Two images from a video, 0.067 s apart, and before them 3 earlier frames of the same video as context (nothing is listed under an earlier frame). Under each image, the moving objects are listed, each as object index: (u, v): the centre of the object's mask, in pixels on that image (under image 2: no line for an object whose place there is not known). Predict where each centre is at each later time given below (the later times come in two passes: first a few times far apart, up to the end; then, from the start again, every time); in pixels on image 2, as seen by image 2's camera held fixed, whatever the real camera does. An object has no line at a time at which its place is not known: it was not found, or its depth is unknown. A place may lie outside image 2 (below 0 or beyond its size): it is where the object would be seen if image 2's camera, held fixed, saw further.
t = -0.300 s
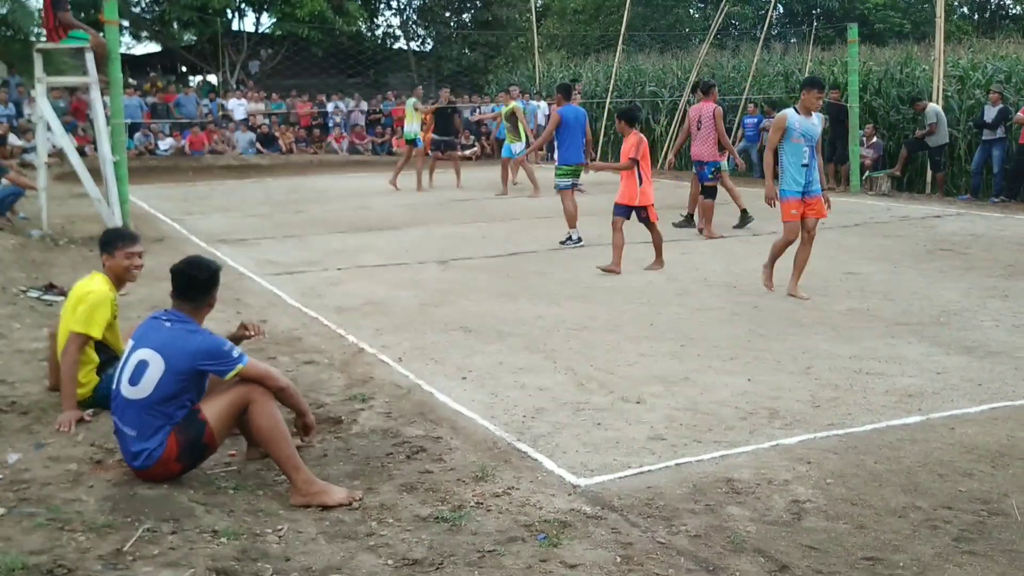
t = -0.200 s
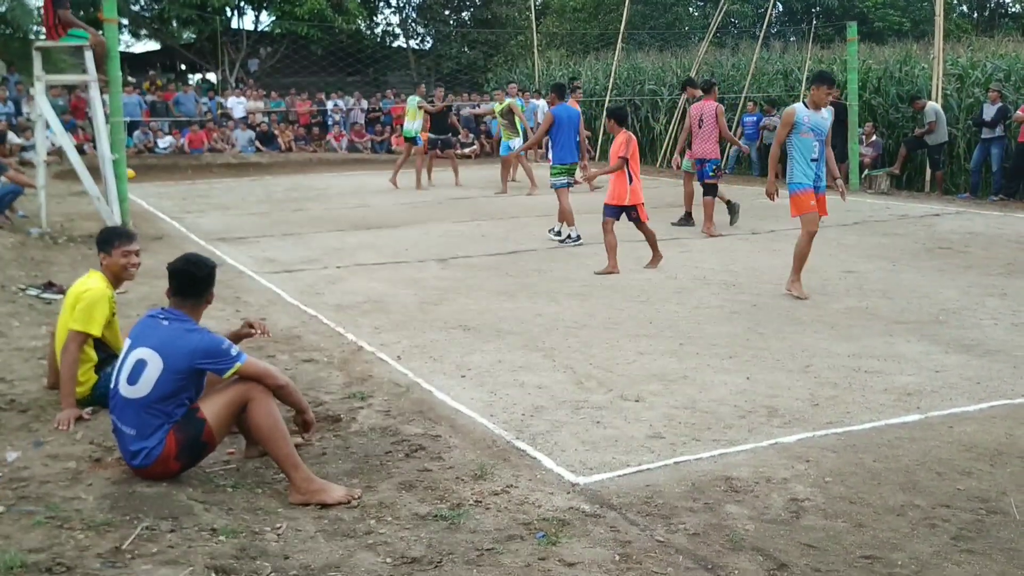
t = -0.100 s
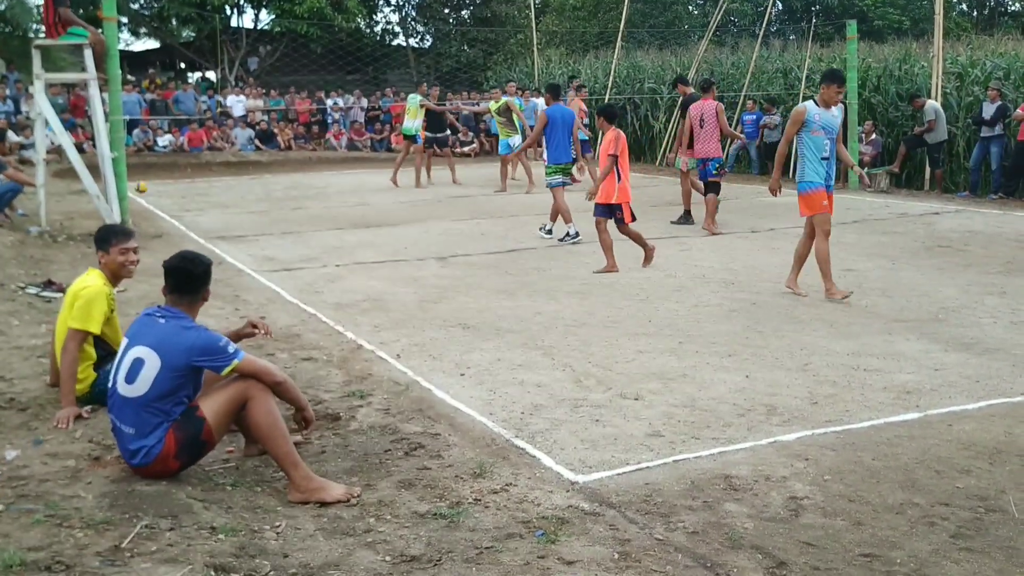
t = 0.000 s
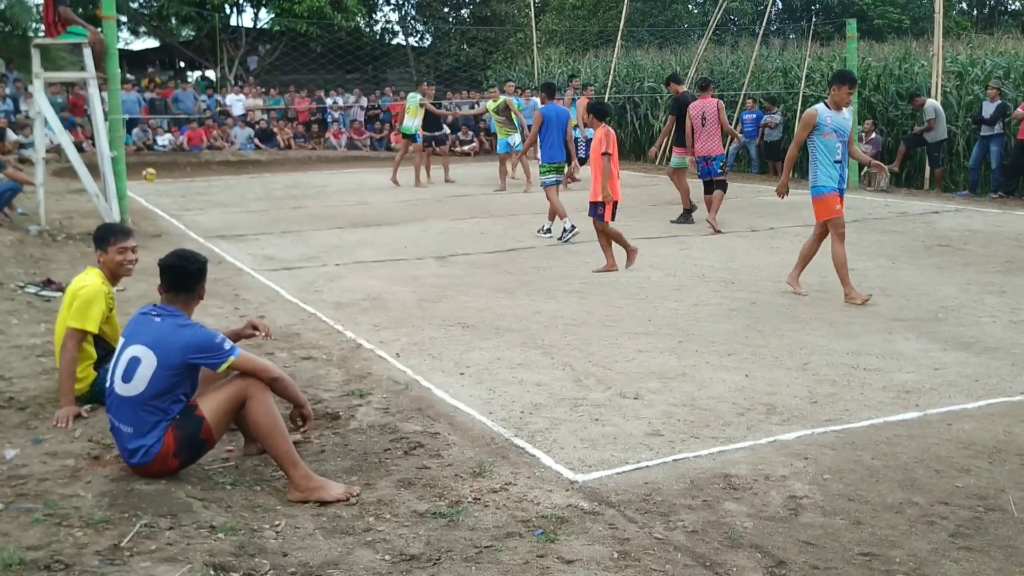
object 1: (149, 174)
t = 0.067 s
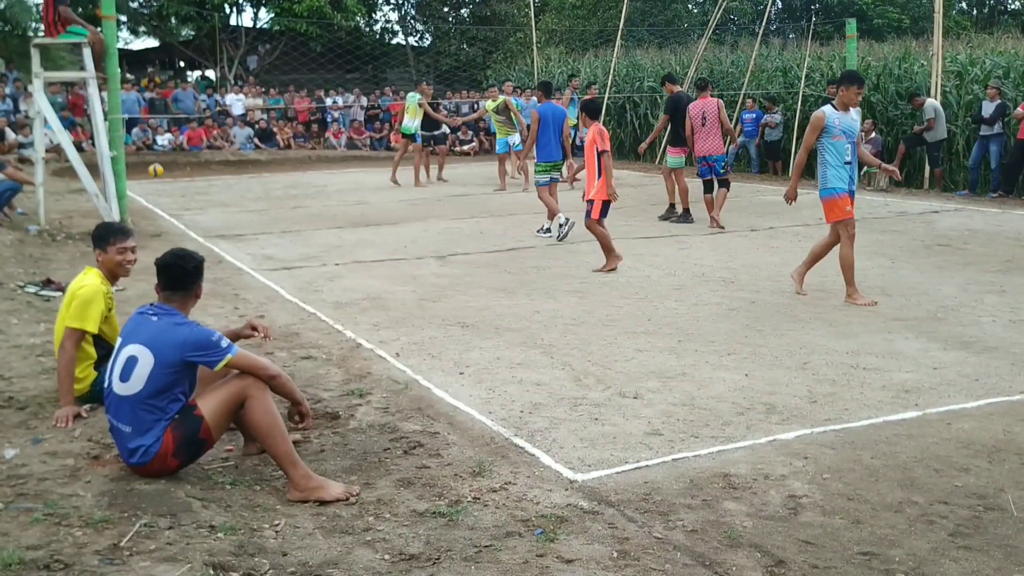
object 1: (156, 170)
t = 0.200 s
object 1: (171, 170)
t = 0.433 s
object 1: (201, 201)
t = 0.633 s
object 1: (225, 193)
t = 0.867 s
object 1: (259, 216)
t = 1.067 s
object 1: (289, 209)
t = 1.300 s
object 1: (331, 226)
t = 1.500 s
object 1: (371, 241)
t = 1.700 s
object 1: (416, 251)
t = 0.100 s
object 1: (159, 169)
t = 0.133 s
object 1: (163, 168)
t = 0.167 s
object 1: (166, 168)
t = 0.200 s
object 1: (171, 170)
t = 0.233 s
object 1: (174, 172)
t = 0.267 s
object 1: (179, 174)
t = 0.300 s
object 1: (183, 178)
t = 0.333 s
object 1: (188, 182)
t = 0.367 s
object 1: (192, 187)
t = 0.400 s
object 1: (196, 194)
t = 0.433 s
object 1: (201, 201)
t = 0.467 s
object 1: (205, 202)
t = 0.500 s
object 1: (209, 199)
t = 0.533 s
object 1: (213, 195)
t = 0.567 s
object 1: (216, 193)
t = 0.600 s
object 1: (221, 193)
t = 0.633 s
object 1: (225, 193)
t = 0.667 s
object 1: (229, 193)
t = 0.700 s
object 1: (234, 194)
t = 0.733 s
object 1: (238, 197)
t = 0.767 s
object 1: (243, 200)
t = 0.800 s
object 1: (248, 205)
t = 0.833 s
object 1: (253, 209)
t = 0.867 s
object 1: (259, 216)
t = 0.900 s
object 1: (264, 215)
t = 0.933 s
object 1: (268, 212)
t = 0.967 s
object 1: (273, 210)
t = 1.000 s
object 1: (278, 208)
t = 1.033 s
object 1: (283, 208)
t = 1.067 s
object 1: (289, 209)
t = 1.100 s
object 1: (295, 211)
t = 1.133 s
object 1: (300, 213)
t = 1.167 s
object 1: (306, 217)
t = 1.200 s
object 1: (312, 222)
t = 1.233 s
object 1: (319, 228)
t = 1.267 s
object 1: (325, 227)
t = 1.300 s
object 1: (331, 226)
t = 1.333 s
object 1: (337, 226)
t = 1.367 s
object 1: (343, 227)
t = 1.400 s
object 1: (350, 229)
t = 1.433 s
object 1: (357, 232)
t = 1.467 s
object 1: (364, 237)
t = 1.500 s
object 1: (371, 241)
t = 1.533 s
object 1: (378, 239)
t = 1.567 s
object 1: (385, 239)
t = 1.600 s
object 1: (392, 241)
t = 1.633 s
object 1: (400, 243)
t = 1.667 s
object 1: (408, 246)
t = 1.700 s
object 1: (416, 251)
